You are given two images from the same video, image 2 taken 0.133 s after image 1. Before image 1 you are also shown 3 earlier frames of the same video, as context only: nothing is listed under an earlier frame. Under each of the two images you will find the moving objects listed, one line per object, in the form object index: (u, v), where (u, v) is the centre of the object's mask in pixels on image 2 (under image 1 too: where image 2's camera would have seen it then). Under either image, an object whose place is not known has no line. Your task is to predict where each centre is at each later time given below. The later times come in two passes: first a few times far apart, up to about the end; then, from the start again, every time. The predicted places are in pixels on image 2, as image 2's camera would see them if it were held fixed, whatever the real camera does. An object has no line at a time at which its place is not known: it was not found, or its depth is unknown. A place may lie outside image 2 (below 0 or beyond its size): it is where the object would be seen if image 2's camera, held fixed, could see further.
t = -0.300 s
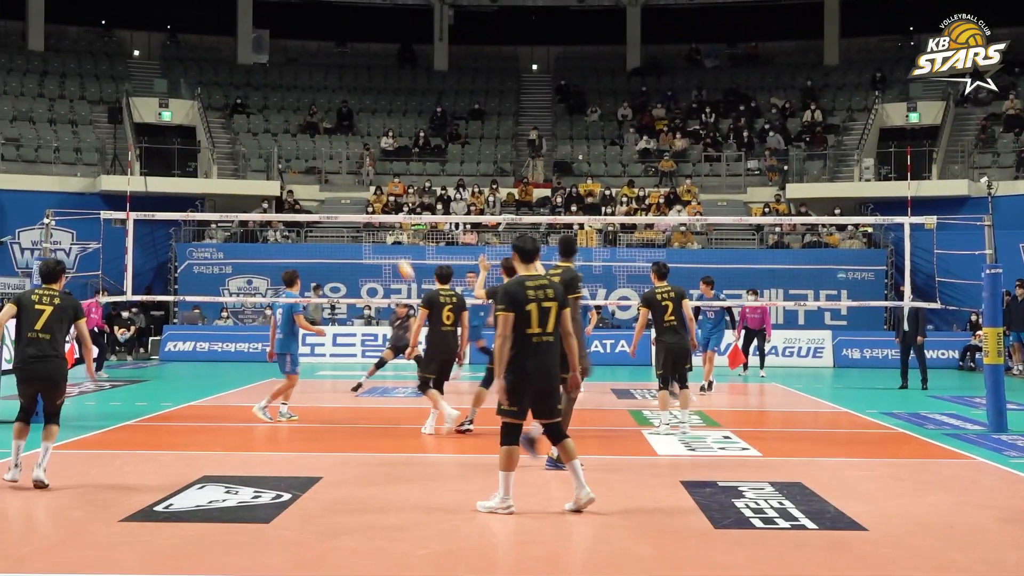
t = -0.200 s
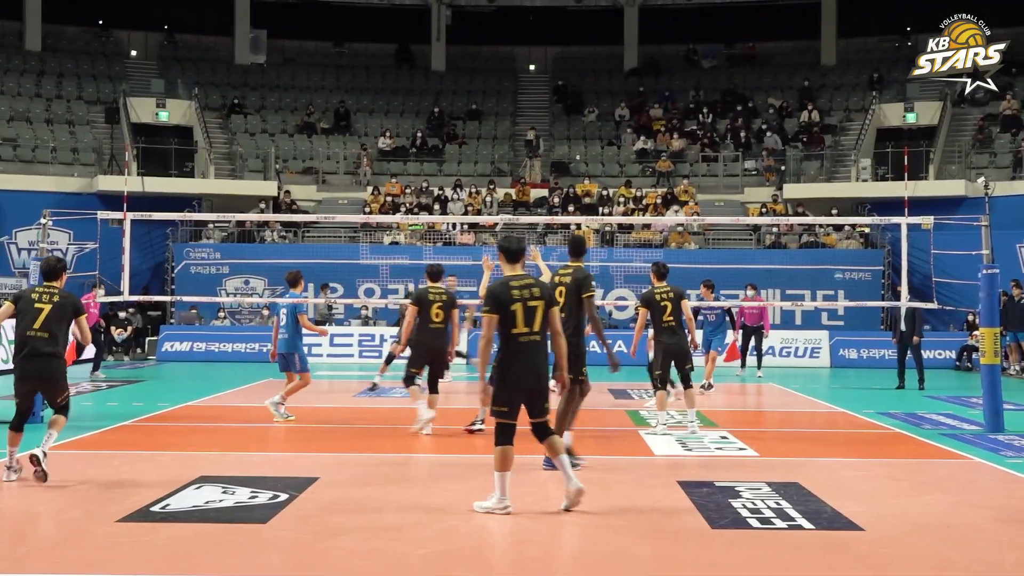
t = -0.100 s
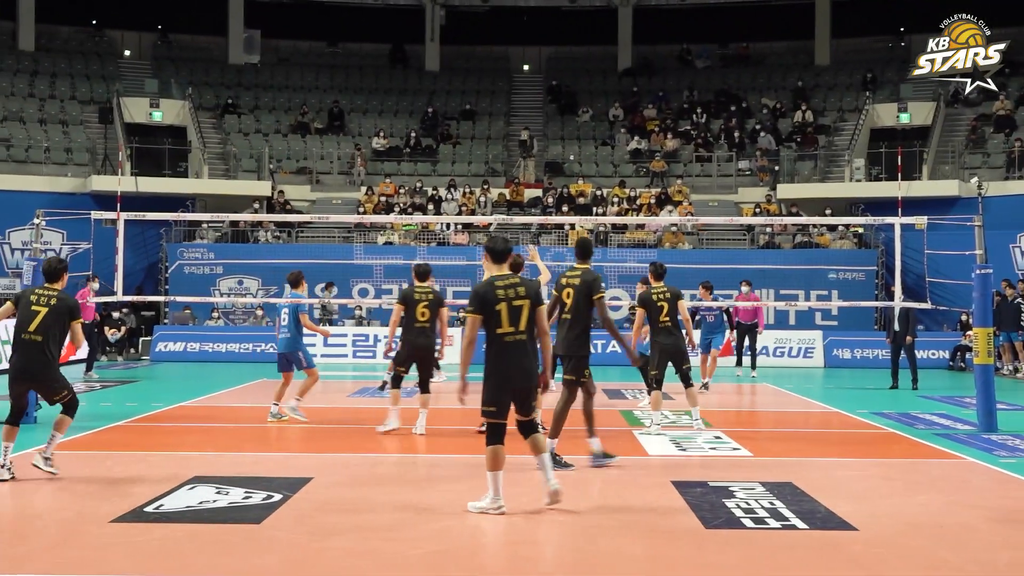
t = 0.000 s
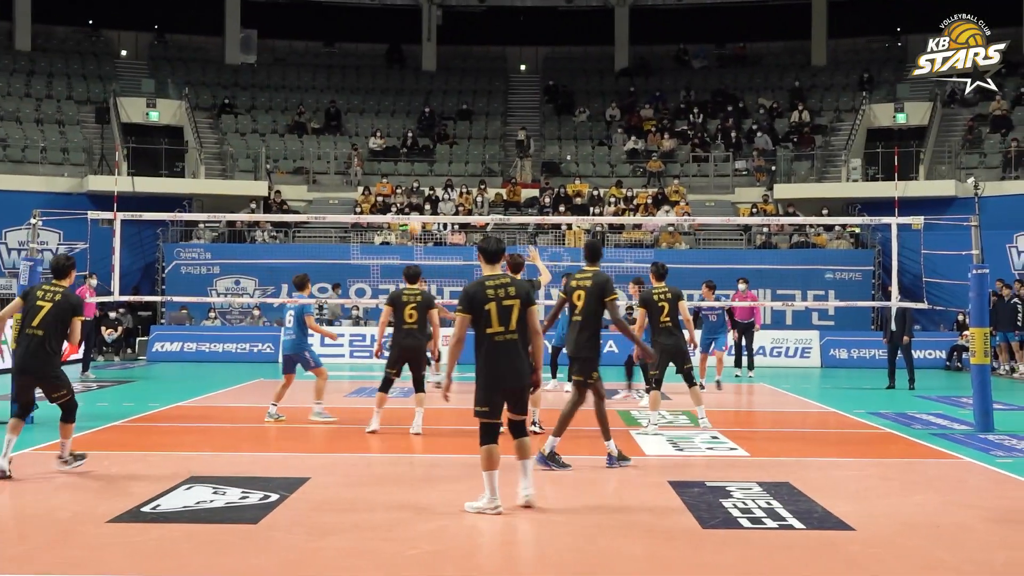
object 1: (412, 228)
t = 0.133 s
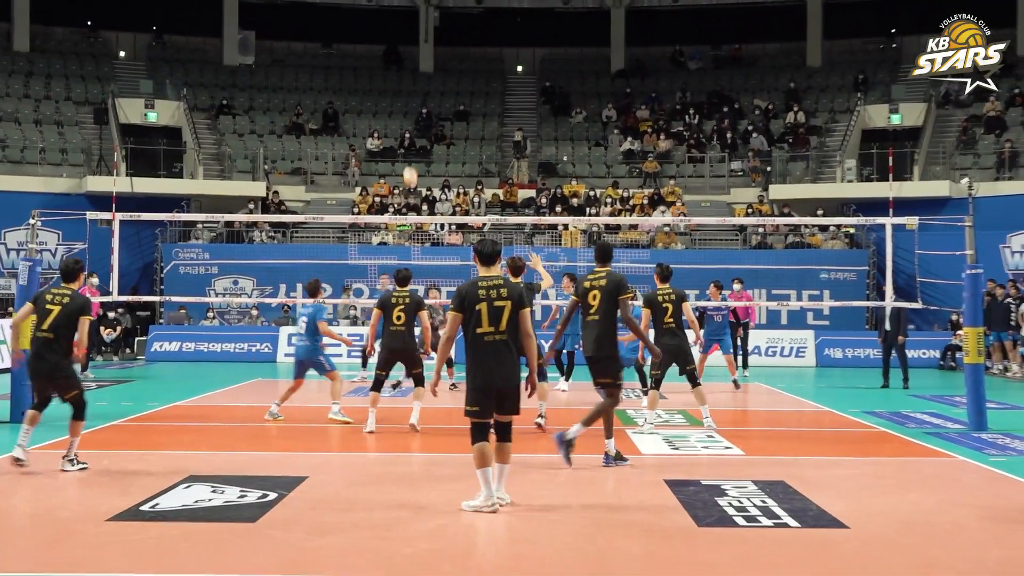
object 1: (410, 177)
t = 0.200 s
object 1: (410, 157)
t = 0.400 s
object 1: (406, 111)
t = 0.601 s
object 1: (400, 91)
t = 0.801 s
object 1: (392, 96)
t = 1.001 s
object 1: (384, 128)
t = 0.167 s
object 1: (410, 166)
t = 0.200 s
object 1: (410, 157)
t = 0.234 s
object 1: (409, 148)
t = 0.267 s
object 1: (409, 139)
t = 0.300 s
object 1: (408, 131)
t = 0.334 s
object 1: (407, 124)
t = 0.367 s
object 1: (406, 117)
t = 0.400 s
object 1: (406, 111)
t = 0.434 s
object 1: (405, 106)
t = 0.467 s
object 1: (404, 101)
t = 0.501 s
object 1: (403, 98)
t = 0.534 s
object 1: (402, 95)
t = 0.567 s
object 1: (401, 92)
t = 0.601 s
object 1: (400, 91)
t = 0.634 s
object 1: (399, 90)
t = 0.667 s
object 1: (397, 89)
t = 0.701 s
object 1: (396, 90)
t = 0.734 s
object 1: (395, 91)
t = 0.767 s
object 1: (394, 93)
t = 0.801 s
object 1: (392, 96)
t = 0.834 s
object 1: (391, 99)
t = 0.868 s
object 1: (390, 104)
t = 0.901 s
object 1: (388, 109)
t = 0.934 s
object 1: (387, 114)
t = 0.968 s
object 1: (386, 121)
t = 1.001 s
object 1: (384, 128)
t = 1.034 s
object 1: (383, 137)
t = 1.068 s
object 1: (382, 146)
